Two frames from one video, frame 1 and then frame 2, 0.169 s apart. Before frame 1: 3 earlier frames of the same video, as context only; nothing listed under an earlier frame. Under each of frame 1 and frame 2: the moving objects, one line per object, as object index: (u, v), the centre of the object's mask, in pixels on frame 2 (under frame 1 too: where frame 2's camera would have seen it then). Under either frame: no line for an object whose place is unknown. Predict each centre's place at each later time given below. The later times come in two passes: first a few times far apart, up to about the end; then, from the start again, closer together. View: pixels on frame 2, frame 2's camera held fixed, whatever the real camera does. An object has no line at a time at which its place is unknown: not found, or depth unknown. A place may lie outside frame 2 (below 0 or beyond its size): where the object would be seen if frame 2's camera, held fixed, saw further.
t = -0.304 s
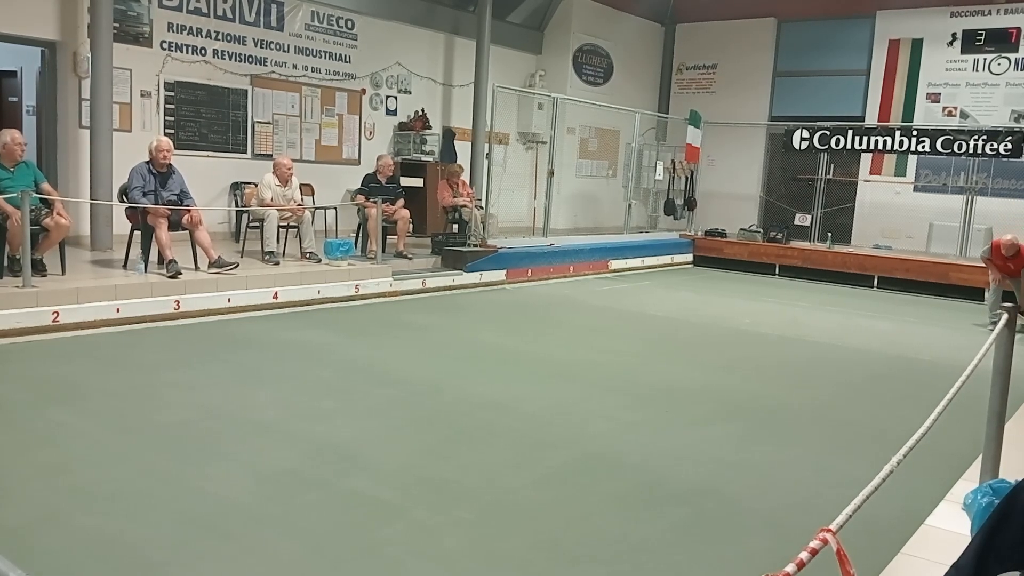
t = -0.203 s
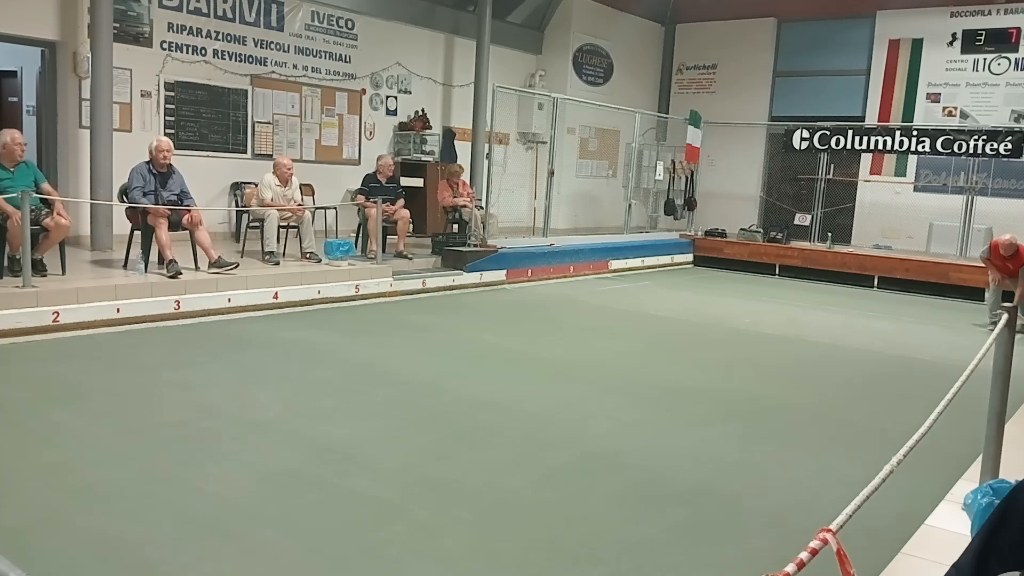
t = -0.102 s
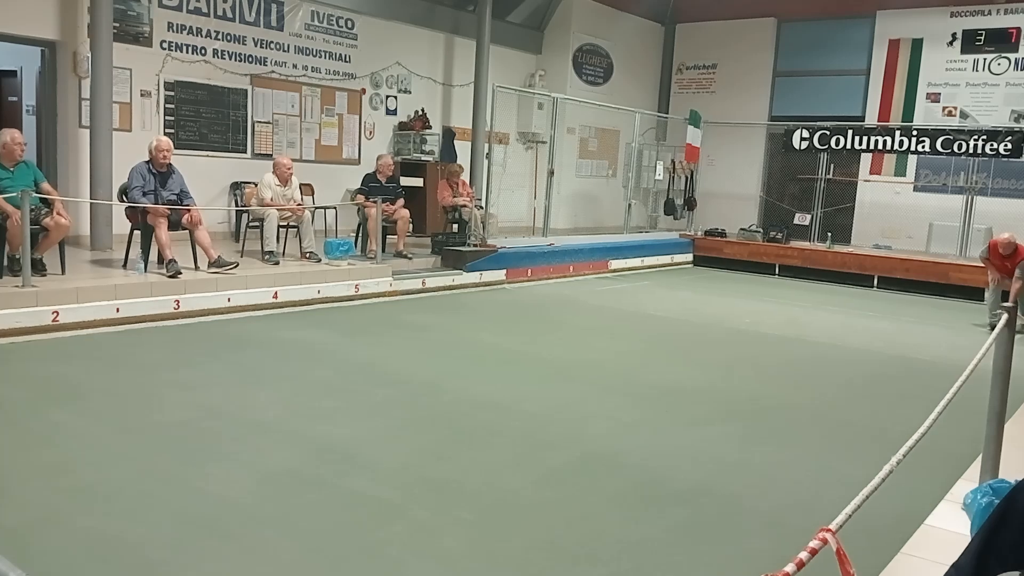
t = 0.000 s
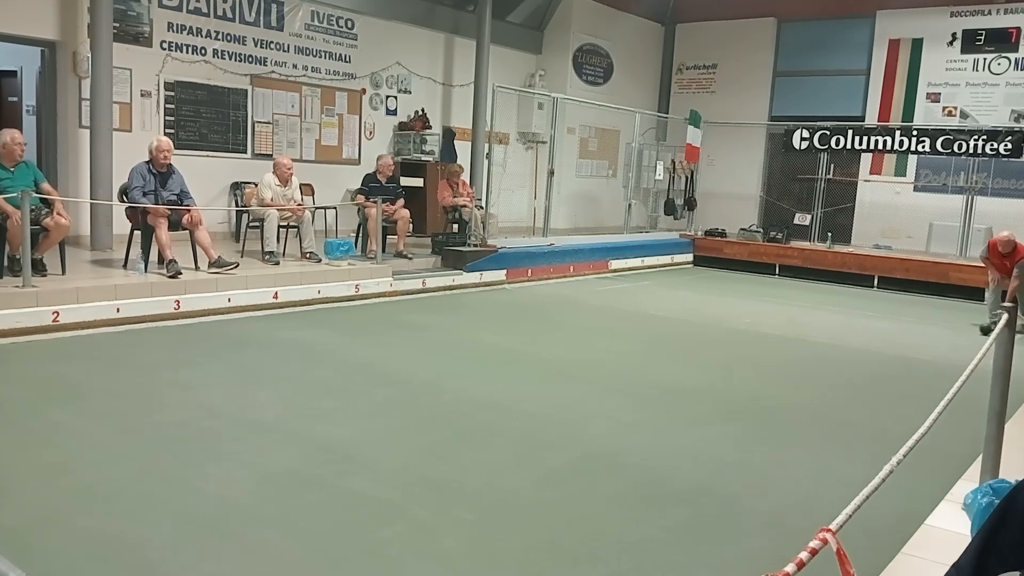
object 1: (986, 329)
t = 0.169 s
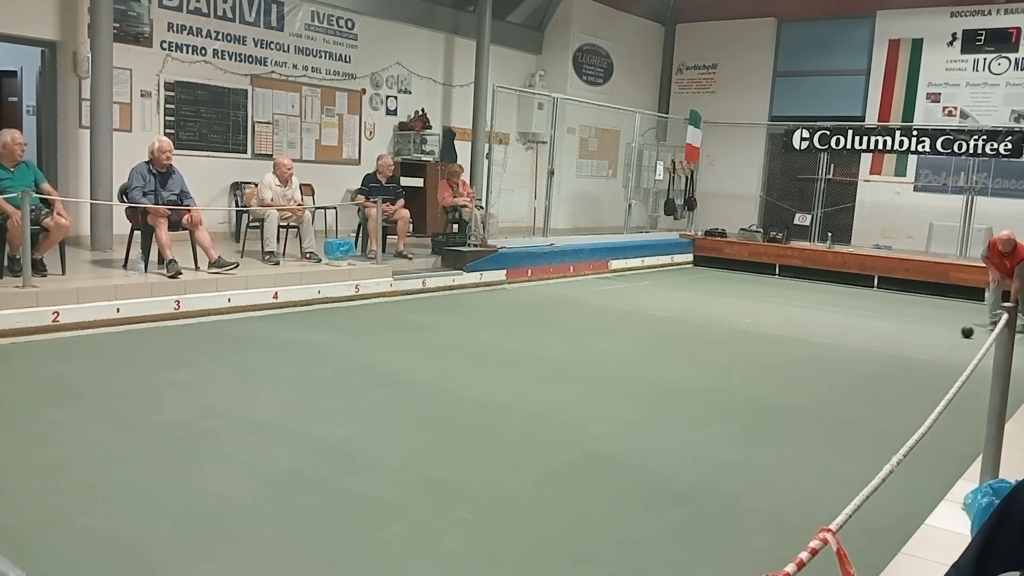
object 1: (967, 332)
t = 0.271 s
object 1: (956, 333)
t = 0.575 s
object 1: (920, 338)
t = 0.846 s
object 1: (885, 343)
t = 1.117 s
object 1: (848, 348)
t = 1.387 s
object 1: (808, 352)
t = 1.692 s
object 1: (760, 358)
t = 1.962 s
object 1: (713, 363)
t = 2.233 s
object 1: (664, 369)
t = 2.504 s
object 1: (610, 376)
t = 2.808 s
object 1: (543, 384)
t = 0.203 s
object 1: (963, 333)
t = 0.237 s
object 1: (959, 333)
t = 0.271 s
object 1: (956, 333)
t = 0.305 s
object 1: (952, 334)
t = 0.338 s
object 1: (948, 335)
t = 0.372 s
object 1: (944, 335)
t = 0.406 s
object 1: (940, 336)
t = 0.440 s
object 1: (936, 336)
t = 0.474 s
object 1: (932, 337)
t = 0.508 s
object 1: (928, 337)
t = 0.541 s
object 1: (924, 338)
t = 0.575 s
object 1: (920, 338)
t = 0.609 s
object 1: (915, 339)
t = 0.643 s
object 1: (911, 339)
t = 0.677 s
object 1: (907, 340)
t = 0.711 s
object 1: (903, 341)
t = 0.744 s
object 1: (899, 341)
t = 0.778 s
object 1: (894, 342)
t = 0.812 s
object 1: (890, 342)
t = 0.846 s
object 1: (885, 343)
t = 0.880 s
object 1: (881, 343)
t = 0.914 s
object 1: (876, 344)
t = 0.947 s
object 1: (872, 345)
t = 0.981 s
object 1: (867, 345)
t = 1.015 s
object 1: (863, 345)
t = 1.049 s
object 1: (858, 346)
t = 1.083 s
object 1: (853, 347)
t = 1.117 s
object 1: (848, 348)
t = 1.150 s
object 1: (844, 348)
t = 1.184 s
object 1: (839, 349)
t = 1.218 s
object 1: (834, 349)
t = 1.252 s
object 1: (829, 350)
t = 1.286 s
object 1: (824, 351)
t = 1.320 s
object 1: (819, 351)
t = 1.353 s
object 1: (814, 352)
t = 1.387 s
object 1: (808, 352)
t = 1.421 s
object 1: (803, 353)
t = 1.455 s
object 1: (798, 353)
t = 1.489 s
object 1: (793, 354)
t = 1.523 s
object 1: (787, 355)
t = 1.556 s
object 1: (782, 355)
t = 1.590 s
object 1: (777, 356)
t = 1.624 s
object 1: (771, 357)
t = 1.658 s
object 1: (765, 357)
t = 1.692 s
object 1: (760, 358)
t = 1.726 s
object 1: (754, 359)
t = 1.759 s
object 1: (748, 359)
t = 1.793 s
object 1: (742, 360)
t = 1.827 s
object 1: (736, 361)
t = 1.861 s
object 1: (731, 361)
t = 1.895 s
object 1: (725, 362)
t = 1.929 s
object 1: (719, 363)
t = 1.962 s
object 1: (713, 363)
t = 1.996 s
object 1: (707, 364)
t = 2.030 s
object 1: (701, 365)
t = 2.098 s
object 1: (689, 366)
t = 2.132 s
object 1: (682, 367)
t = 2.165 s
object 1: (676, 368)
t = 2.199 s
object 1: (670, 368)
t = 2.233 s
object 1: (664, 369)
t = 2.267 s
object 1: (657, 370)
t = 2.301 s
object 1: (651, 371)
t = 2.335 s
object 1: (644, 372)
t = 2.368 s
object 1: (637, 373)
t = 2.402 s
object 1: (630, 373)
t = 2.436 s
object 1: (623, 374)
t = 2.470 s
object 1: (616, 375)
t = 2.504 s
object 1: (610, 376)
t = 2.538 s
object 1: (602, 377)
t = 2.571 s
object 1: (596, 378)
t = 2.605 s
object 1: (589, 379)
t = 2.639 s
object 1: (581, 379)
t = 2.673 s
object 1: (574, 380)
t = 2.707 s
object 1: (566, 381)
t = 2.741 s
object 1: (559, 382)
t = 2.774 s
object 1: (550, 383)
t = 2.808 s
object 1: (543, 384)
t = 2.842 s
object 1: (535, 385)
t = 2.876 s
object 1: (527, 386)
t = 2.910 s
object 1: (519, 388)
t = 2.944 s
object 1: (510, 388)
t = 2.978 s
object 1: (502, 389)
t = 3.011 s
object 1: (494, 390)
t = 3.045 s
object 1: (484, 392)
